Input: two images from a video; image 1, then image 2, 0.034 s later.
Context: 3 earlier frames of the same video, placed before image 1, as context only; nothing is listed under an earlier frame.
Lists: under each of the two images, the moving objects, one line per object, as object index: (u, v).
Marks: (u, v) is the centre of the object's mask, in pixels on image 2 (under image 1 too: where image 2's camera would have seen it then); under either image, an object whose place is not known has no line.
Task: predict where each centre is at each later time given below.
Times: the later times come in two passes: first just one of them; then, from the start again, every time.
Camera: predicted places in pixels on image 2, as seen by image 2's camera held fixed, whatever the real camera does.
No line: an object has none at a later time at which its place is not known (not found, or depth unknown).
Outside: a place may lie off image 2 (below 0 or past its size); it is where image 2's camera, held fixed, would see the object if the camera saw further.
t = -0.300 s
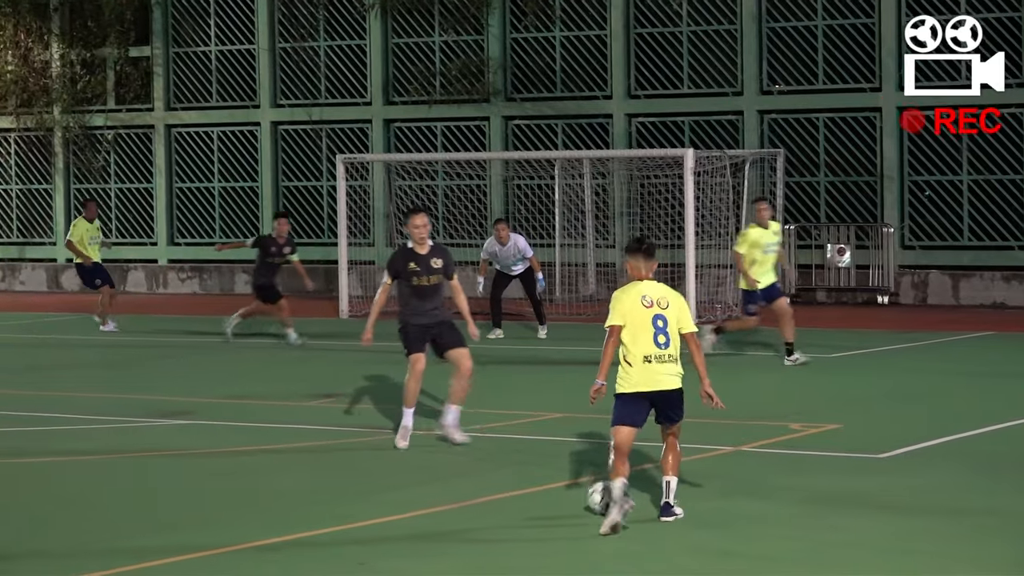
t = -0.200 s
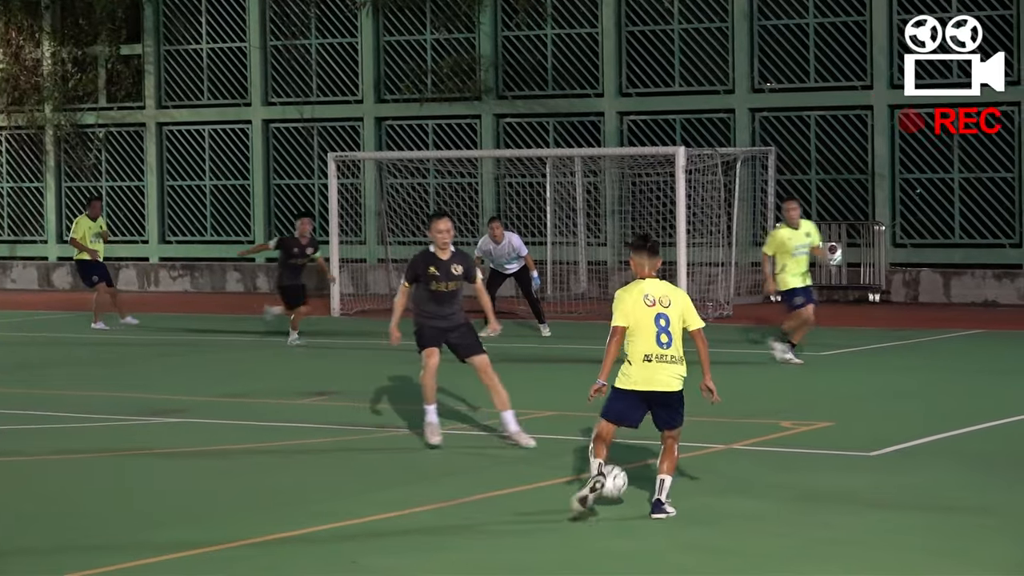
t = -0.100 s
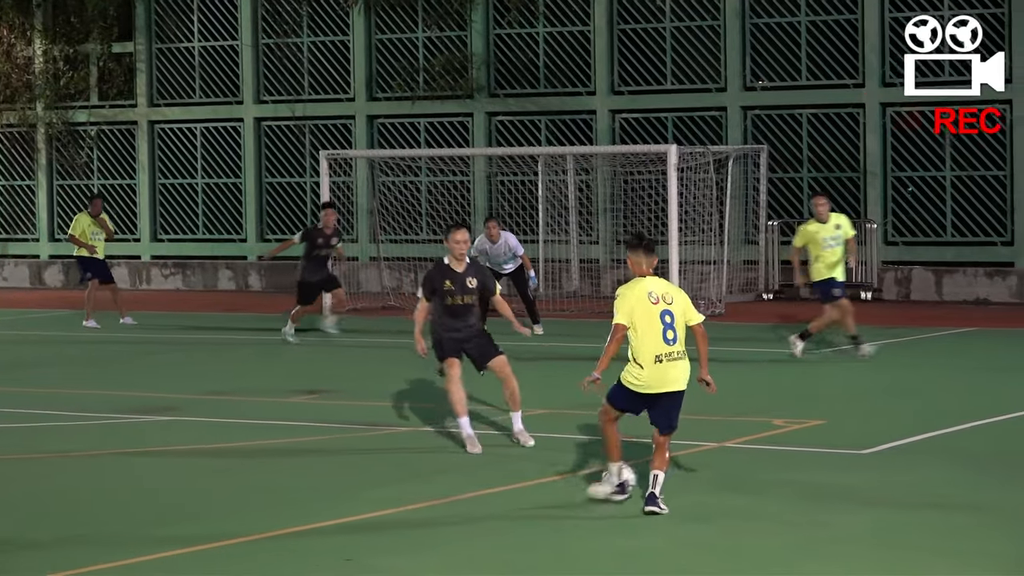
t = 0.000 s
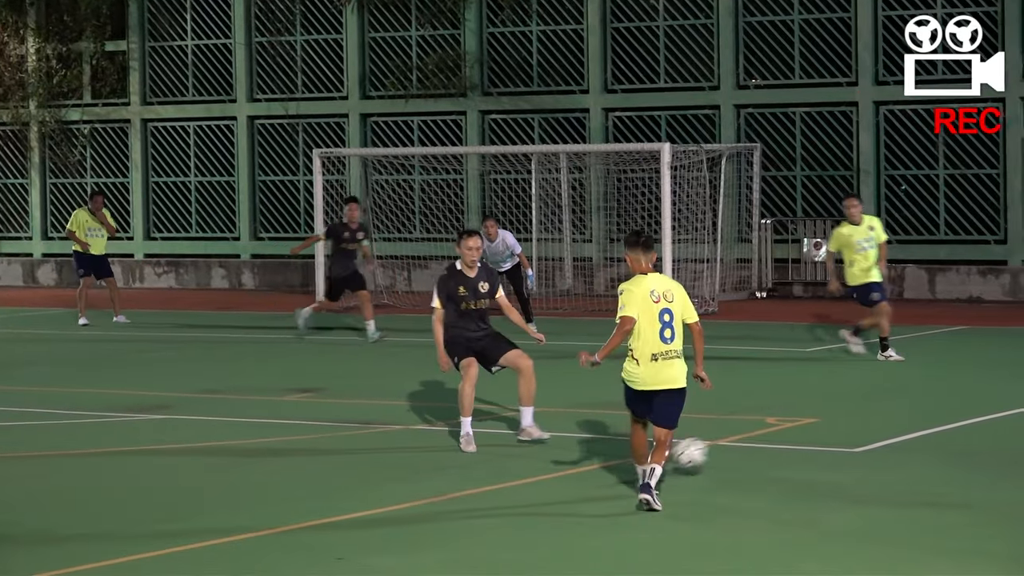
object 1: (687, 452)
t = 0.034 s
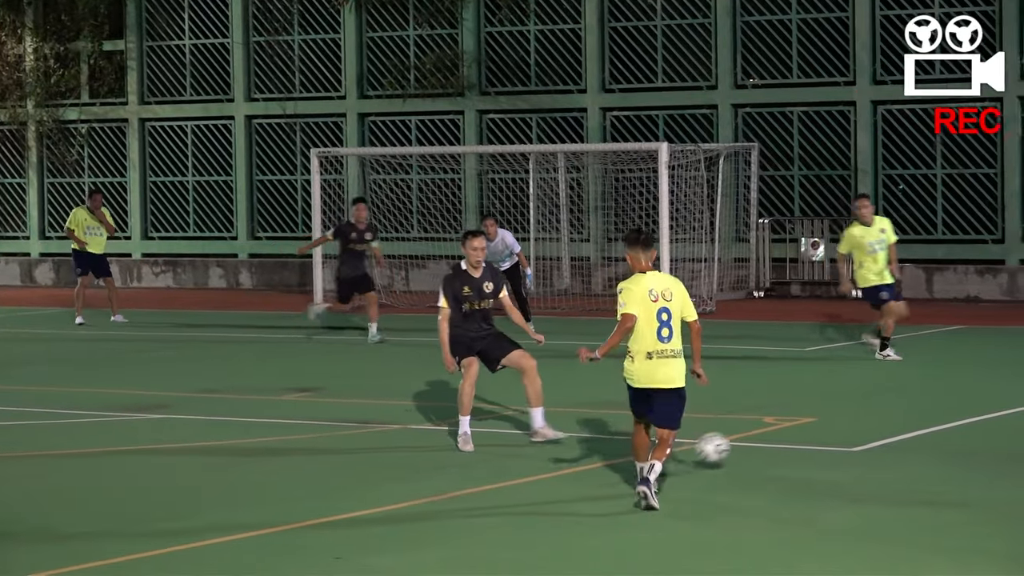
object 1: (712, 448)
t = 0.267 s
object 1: (853, 418)
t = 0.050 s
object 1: (724, 446)
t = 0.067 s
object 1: (737, 445)
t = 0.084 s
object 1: (748, 444)
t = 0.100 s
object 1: (760, 444)
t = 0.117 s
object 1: (772, 441)
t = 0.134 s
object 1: (781, 438)
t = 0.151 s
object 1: (790, 434)
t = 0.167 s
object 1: (800, 431)
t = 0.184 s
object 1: (809, 427)
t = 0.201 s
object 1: (819, 425)
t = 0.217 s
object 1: (827, 422)
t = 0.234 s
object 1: (836, 420)
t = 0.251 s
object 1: (845, 419)
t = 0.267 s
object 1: (853, 418)
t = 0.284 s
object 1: (860, 418)
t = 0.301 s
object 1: (867, 415)
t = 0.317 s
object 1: (874, 411)
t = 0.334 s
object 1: (880, 409)
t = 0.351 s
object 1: (887, 407)
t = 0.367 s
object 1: (893, 404)
